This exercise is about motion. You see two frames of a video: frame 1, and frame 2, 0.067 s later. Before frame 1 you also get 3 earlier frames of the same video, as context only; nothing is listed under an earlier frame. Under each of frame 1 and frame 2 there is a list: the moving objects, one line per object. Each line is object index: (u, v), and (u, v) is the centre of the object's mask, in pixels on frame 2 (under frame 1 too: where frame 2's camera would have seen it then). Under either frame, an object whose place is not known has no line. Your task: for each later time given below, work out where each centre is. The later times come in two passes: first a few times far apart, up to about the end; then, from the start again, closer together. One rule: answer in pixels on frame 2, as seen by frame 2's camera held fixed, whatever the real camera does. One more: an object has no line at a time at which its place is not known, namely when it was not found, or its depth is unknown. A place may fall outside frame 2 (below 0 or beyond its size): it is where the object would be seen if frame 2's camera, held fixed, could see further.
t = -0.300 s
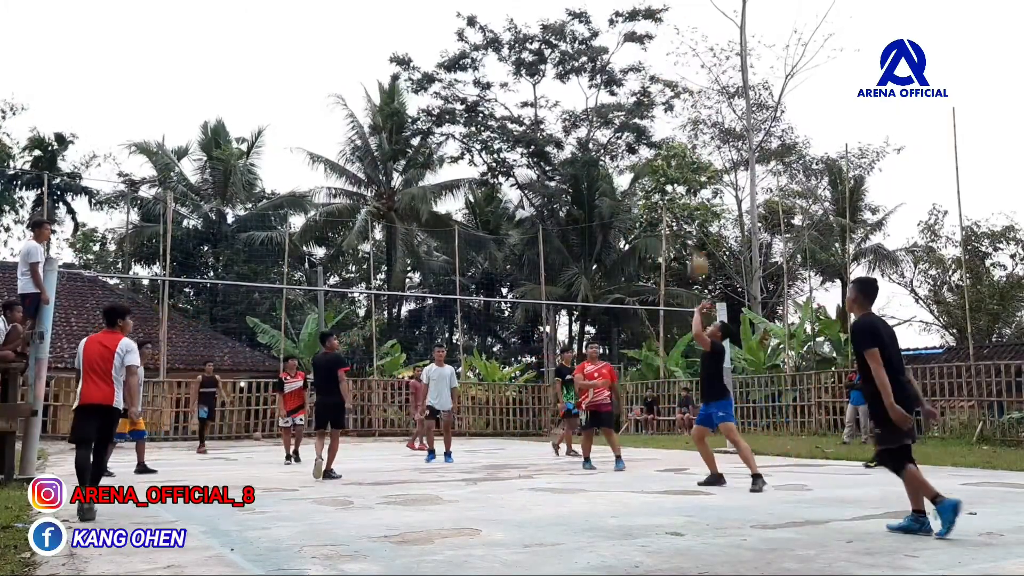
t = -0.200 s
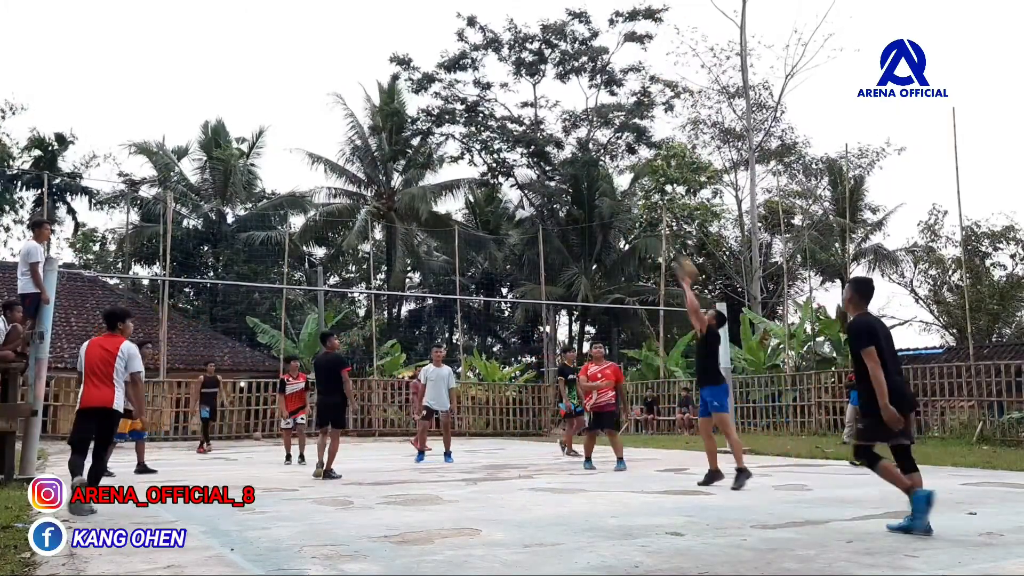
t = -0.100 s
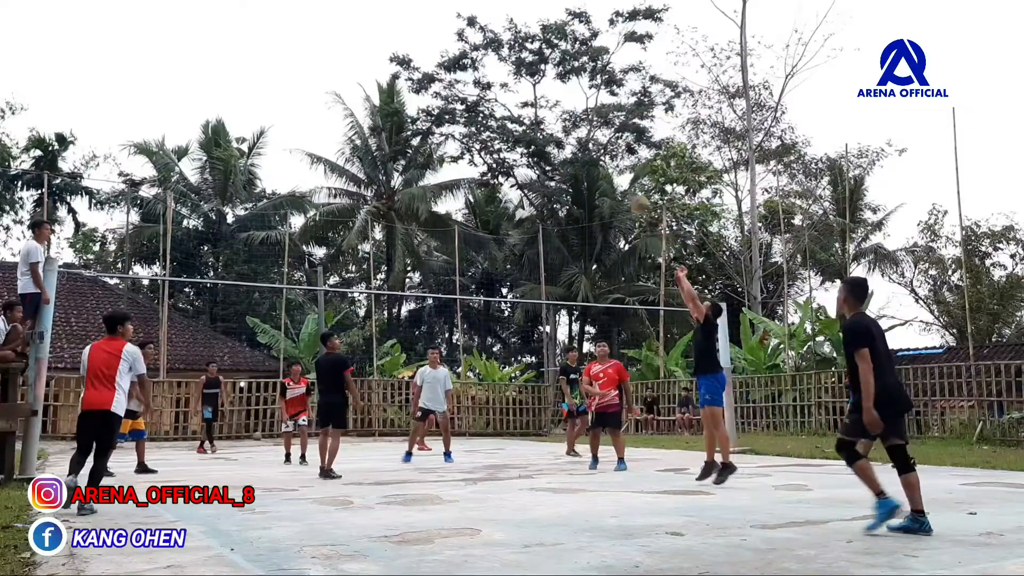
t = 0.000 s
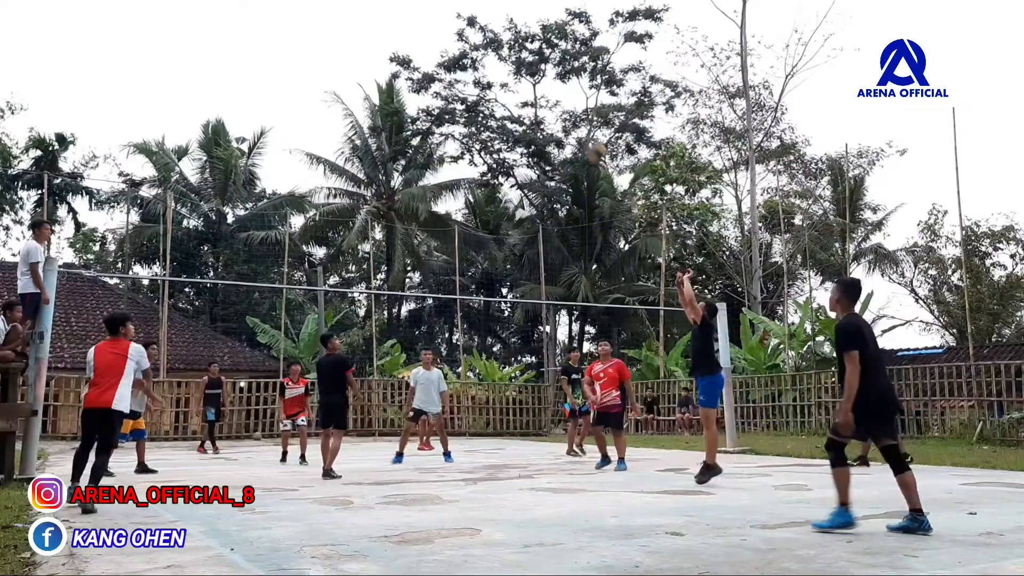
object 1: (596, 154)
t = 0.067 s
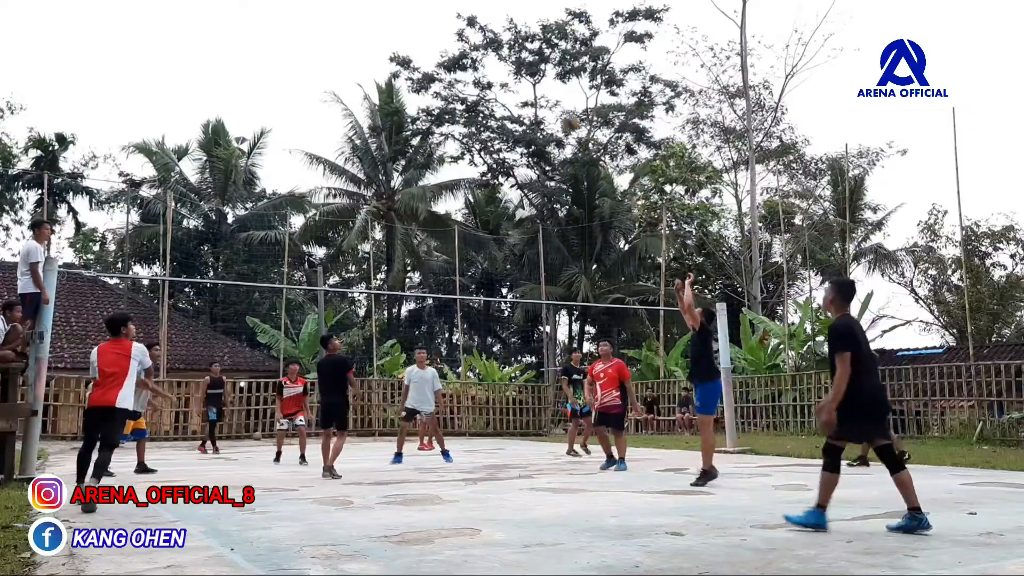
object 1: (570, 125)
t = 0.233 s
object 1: (505, 69)
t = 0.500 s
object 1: (411, 37)
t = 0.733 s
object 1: (335, 56)
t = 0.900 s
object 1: (284, 95)
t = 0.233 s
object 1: (505, 69)
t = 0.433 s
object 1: (434, 39)
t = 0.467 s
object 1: (423, 37)
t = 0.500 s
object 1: (411, 37)
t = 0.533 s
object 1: (400, 37)
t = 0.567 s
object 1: (389, 38)
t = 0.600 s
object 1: (378, 40)
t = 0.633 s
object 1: (367, 43)
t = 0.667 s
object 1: (357, 46)
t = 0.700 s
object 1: (346, 51)
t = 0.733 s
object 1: (335, 56)
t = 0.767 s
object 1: (325, 62)
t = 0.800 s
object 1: (314, 69)
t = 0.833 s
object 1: (304, 77)
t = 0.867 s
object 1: (294, 86)
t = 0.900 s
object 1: (284, 95)
